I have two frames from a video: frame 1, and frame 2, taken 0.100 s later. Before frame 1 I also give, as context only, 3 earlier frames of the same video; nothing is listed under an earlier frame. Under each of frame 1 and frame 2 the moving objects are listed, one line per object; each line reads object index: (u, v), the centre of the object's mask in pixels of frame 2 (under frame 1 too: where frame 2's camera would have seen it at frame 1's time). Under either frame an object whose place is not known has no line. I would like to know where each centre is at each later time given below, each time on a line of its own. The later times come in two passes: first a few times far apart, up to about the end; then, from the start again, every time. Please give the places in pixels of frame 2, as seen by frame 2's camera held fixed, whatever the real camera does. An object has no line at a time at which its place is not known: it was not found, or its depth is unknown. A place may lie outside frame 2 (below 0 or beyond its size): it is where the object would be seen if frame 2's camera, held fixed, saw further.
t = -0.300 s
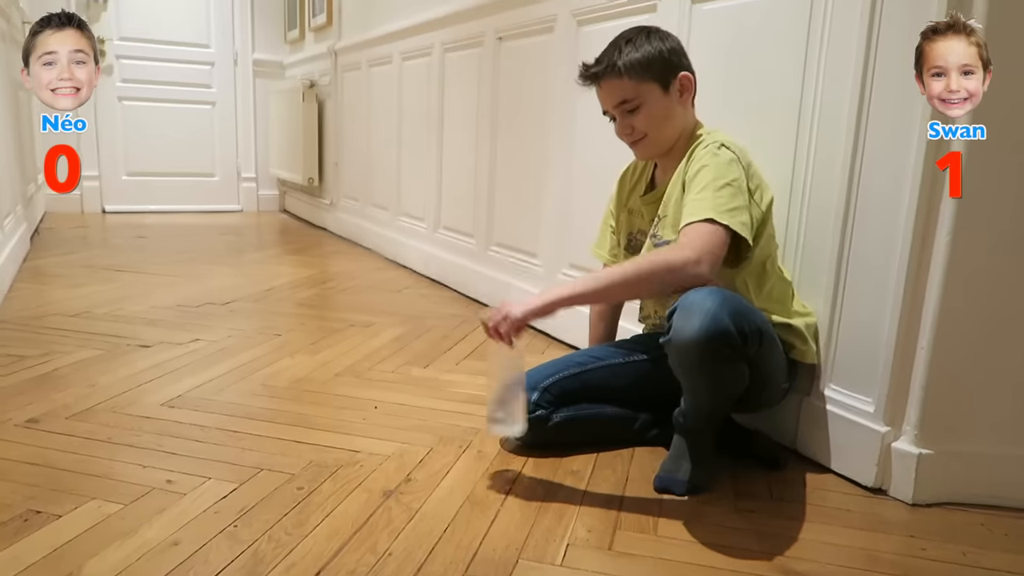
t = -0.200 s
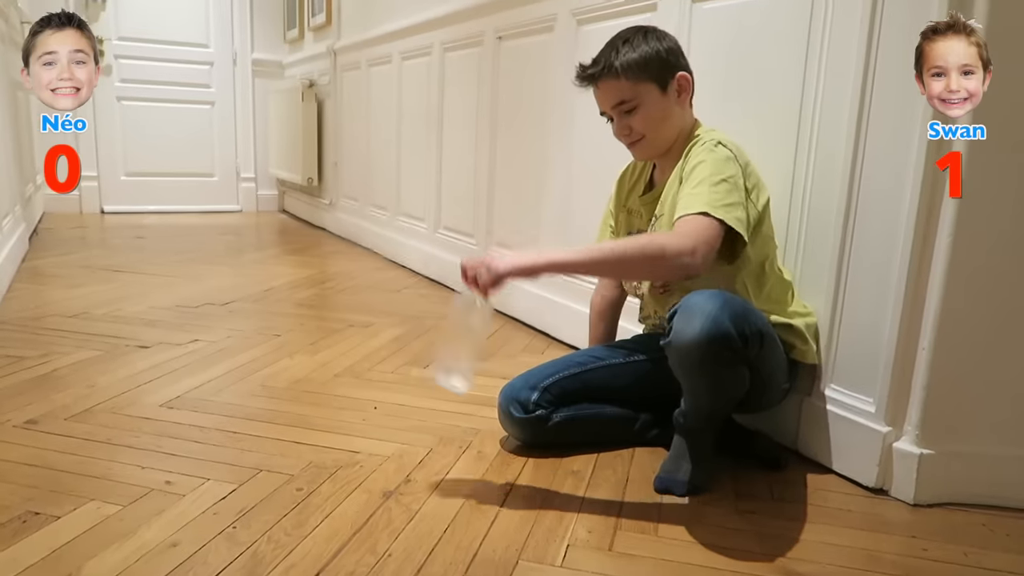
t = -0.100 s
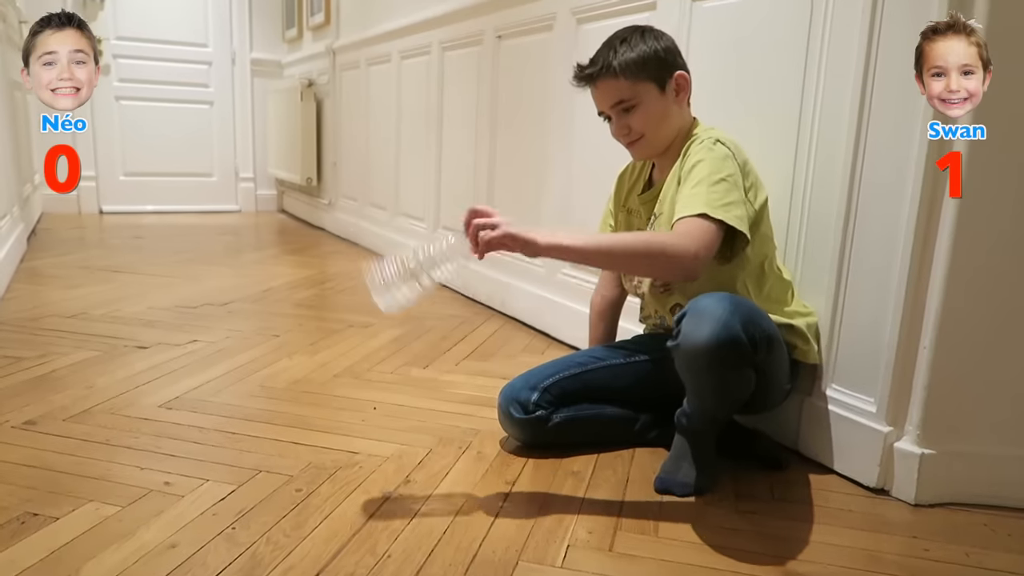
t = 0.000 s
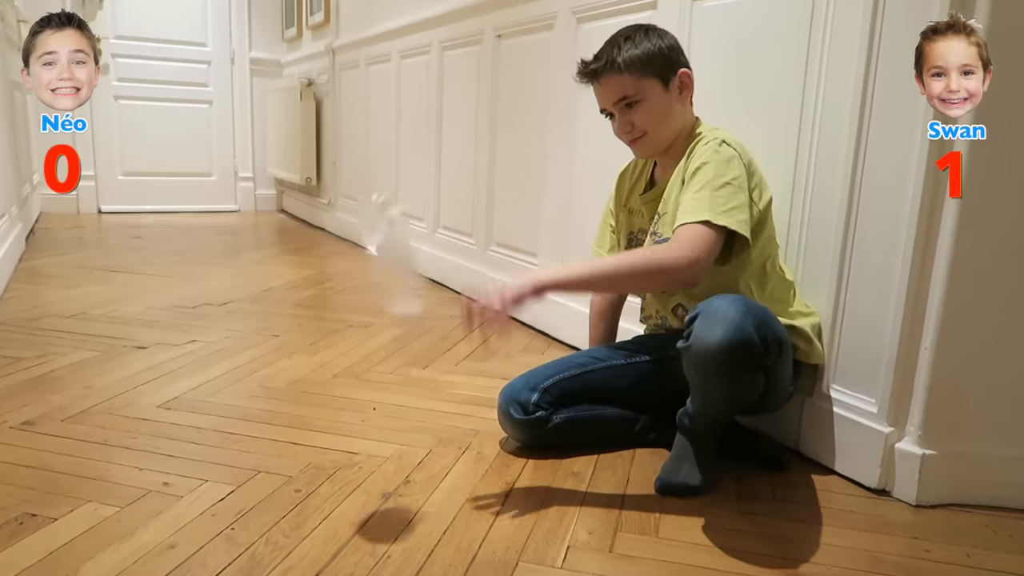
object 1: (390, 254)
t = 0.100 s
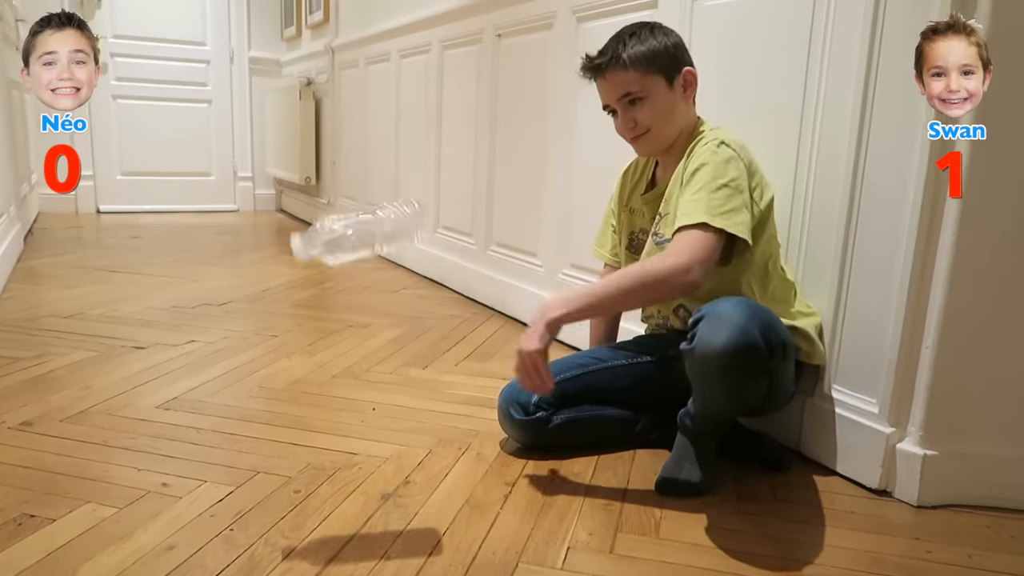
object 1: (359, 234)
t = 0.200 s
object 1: (378, 298)
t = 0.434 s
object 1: (417, 505)
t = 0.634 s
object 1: (442, 509)
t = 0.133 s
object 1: (368, 244)
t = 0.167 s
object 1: (375, 266)
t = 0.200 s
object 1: (378, 298)
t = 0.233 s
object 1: (382, 339)
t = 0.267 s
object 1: (386, 391)
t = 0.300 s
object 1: (389, 454)
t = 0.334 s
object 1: (394, 505)
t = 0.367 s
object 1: (399, 505)
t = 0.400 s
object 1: (409, 505)
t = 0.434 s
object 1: (417, 505)
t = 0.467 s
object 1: (421, 506)
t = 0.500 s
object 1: (426, 507)
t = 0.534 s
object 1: (431, 507)
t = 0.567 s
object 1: (435, 508)
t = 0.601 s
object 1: (438, 509)
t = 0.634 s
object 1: (442, 509)
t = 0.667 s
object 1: (445, 510)
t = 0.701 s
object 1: (450, 512)
